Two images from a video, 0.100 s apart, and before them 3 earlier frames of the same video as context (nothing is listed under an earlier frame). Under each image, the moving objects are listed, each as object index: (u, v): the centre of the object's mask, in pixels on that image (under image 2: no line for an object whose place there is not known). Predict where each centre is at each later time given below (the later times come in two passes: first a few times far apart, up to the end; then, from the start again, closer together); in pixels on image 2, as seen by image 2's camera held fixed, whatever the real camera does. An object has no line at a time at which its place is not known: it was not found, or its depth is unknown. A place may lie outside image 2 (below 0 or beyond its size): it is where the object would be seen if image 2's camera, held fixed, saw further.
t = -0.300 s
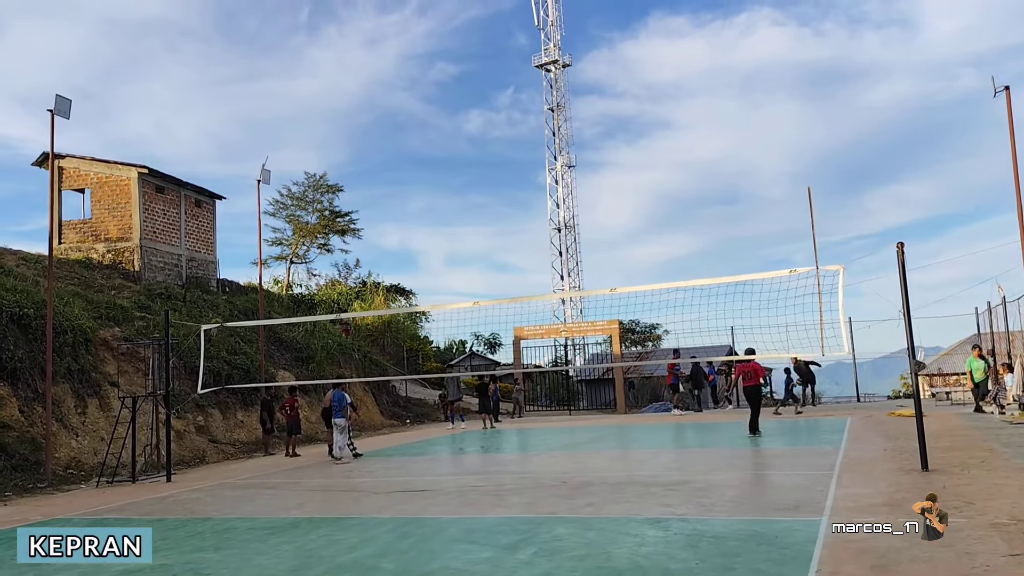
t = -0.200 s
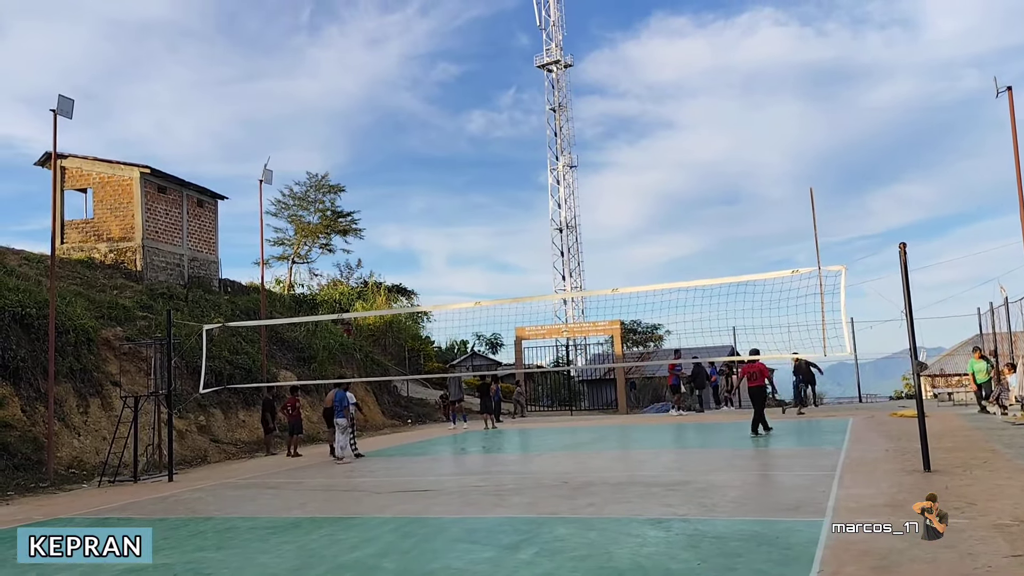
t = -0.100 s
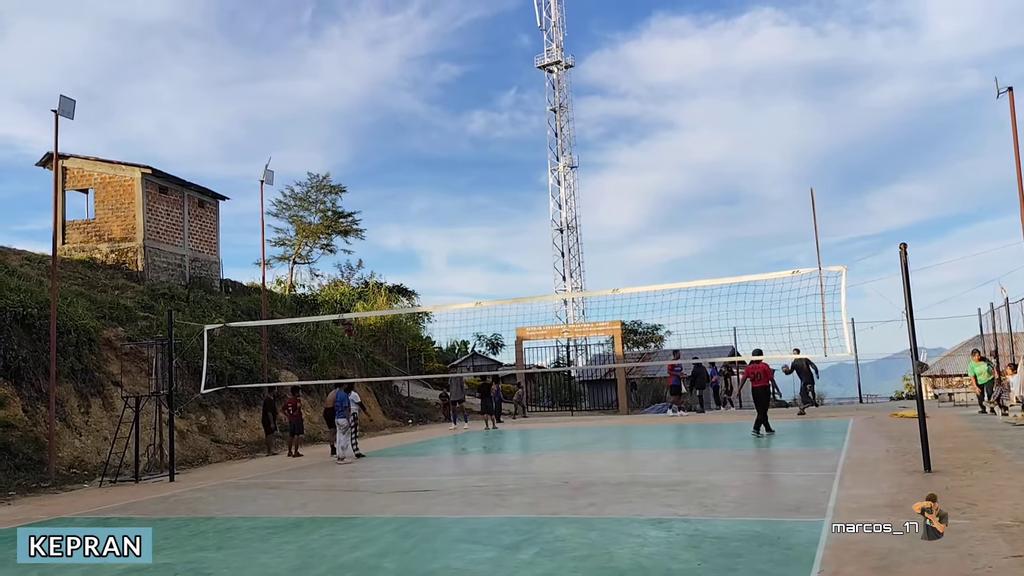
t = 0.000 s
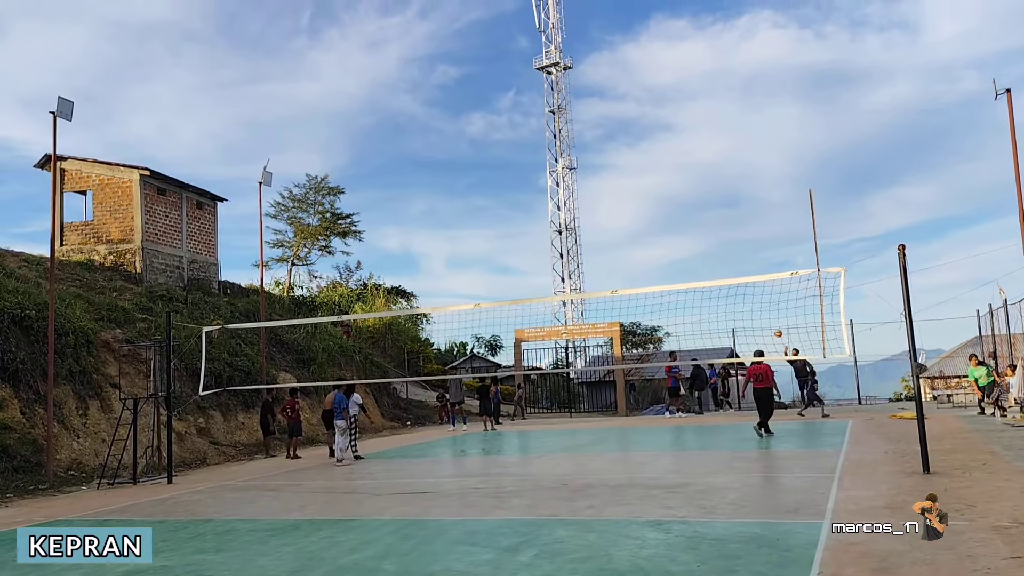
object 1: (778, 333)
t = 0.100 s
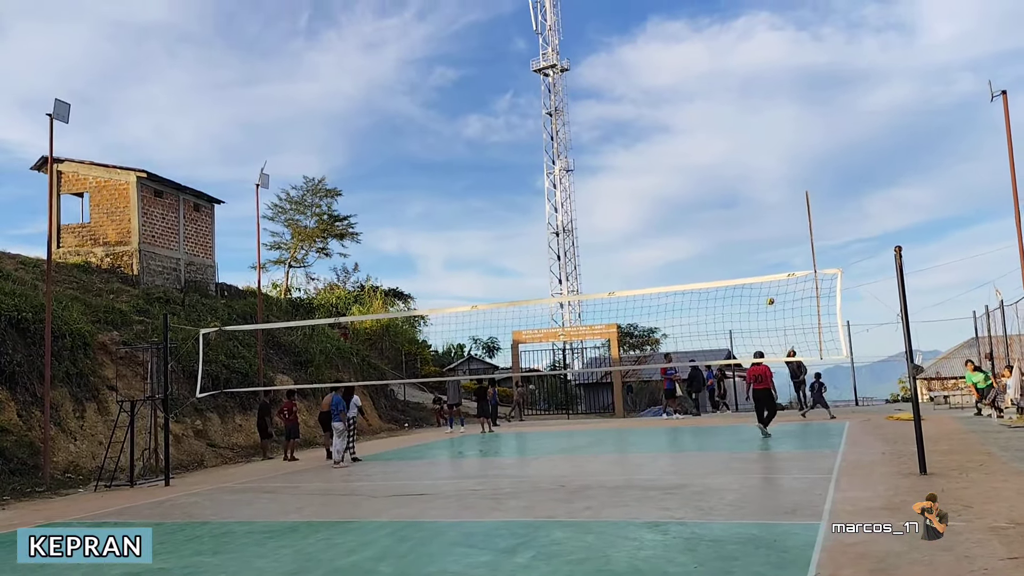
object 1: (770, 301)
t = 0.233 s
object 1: (765, 262)
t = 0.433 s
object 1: (757, 216)
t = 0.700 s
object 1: (748, 177)
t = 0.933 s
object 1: (742, 164)
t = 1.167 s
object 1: (737, 172)
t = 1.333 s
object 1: (735, 192)
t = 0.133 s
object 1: (769, 291)
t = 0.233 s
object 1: (765, 262)
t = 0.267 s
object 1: (763, 253)
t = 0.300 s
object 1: (762, 245)
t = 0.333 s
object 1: (760, 236)
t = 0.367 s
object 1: (759, 229)
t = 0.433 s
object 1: (757, 216)
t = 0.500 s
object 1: (754, 203)
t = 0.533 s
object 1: (753, 198)
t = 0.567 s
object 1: (751, 193)
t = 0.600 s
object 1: (750, 188)
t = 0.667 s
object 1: (749, 180)
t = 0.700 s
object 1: (748, 177)
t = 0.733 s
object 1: (747, 174)
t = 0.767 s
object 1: (746, 171)
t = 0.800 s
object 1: (744, 169)
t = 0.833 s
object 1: (744, 167)
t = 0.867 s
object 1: (743, 166)
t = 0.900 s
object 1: (742, 164)
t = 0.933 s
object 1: (742, 164)
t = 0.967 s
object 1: (741, 164)
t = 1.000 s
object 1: (740, 164)
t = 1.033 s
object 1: (739, 165)
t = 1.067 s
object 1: (738, 166)
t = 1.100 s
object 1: (738, 168)
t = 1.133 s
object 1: (737, 170)
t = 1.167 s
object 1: (737, 172)
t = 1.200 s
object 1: (736, 175)
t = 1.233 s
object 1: (736, 179)
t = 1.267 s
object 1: (735, 183)
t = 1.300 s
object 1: (734, 187)
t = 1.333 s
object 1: (735, 192)
